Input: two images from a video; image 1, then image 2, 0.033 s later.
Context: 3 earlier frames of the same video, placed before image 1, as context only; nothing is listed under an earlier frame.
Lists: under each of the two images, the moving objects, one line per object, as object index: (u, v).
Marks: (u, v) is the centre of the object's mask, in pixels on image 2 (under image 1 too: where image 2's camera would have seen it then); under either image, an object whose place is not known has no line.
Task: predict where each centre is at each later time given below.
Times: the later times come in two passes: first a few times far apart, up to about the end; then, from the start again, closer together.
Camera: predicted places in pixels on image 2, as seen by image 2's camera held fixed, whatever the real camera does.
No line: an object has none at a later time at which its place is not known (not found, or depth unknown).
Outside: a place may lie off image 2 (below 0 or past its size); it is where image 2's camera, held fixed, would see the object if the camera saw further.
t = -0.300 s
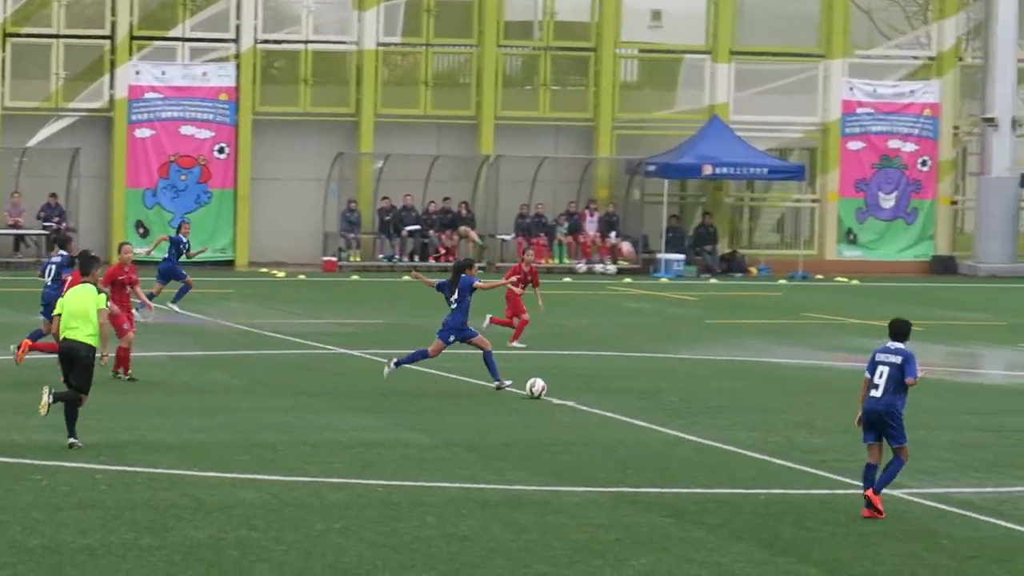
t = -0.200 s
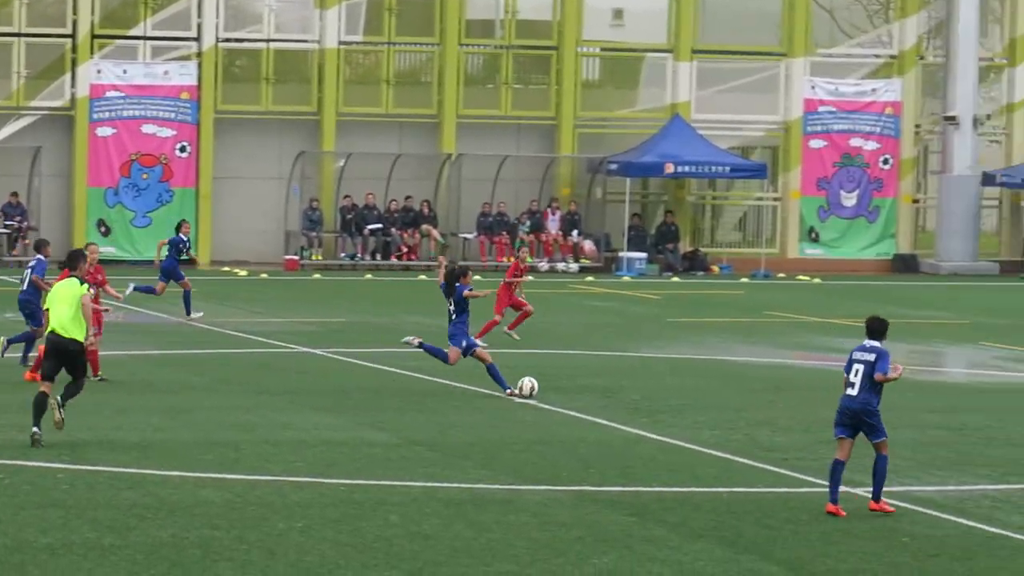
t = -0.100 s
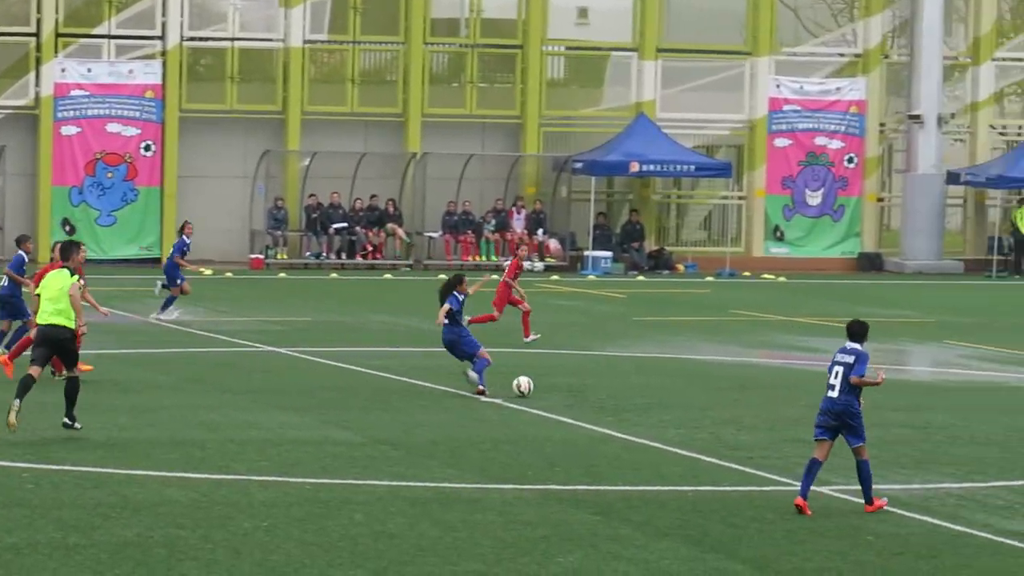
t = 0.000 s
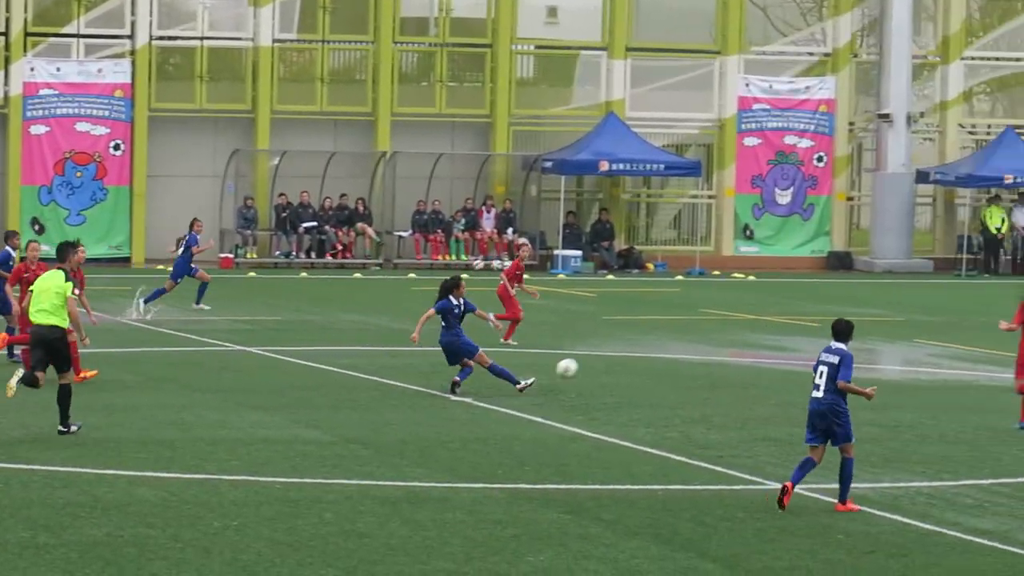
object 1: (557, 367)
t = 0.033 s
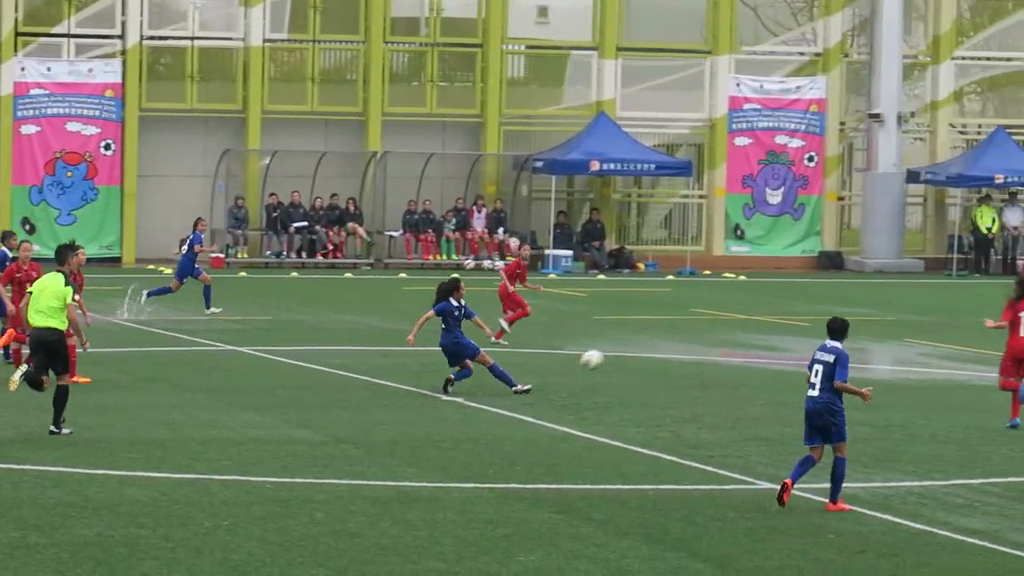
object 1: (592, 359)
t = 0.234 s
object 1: (773, 324)
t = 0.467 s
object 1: (940, 315)
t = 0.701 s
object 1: (1067, 336)
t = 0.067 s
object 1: (625, 351)
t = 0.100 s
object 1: (657, 345)
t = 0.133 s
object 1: (688, 339)
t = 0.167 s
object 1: (717, 333)
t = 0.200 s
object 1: (745, 329)
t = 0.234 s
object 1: (773, 324)
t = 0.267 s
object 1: (799, 321)
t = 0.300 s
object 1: (825, 318)
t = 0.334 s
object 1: (850, 316)
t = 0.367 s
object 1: (870, 311)
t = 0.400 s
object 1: (900, 312)
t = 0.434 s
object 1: (919, 314)
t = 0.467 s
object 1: (940, 315)
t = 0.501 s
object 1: (960, 316)
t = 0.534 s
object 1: (982, 317)
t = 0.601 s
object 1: (1023, 324)
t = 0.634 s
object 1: (1034, 327)
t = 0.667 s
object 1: (1051, 331)
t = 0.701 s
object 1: (1067, 336)
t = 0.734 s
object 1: (1083, 339)
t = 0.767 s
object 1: (1096, 334)
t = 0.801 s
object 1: (1110, 330)
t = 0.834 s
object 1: (1123, 328)
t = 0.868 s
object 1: (1134, 326)
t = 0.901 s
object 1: (1145, 324)
